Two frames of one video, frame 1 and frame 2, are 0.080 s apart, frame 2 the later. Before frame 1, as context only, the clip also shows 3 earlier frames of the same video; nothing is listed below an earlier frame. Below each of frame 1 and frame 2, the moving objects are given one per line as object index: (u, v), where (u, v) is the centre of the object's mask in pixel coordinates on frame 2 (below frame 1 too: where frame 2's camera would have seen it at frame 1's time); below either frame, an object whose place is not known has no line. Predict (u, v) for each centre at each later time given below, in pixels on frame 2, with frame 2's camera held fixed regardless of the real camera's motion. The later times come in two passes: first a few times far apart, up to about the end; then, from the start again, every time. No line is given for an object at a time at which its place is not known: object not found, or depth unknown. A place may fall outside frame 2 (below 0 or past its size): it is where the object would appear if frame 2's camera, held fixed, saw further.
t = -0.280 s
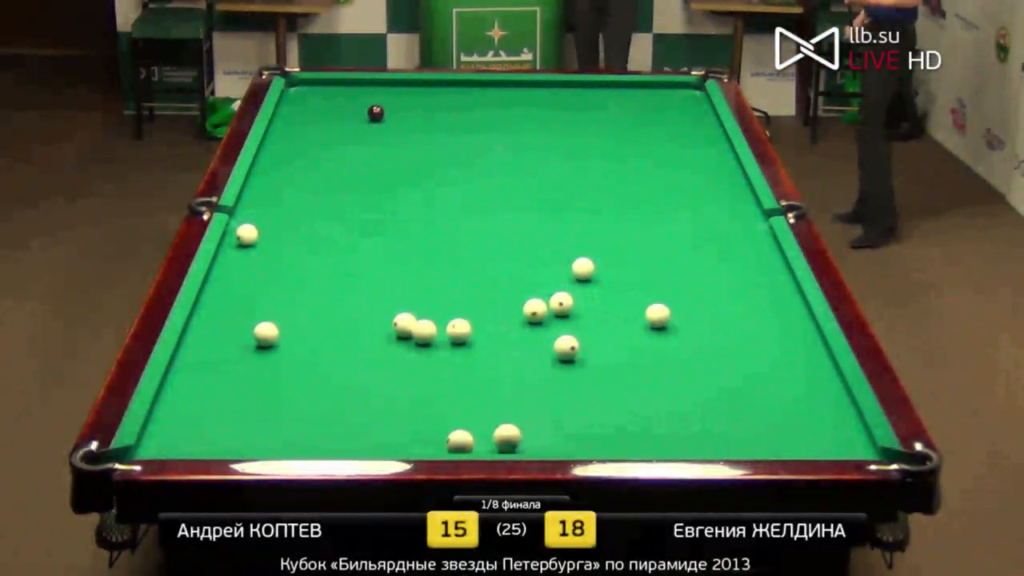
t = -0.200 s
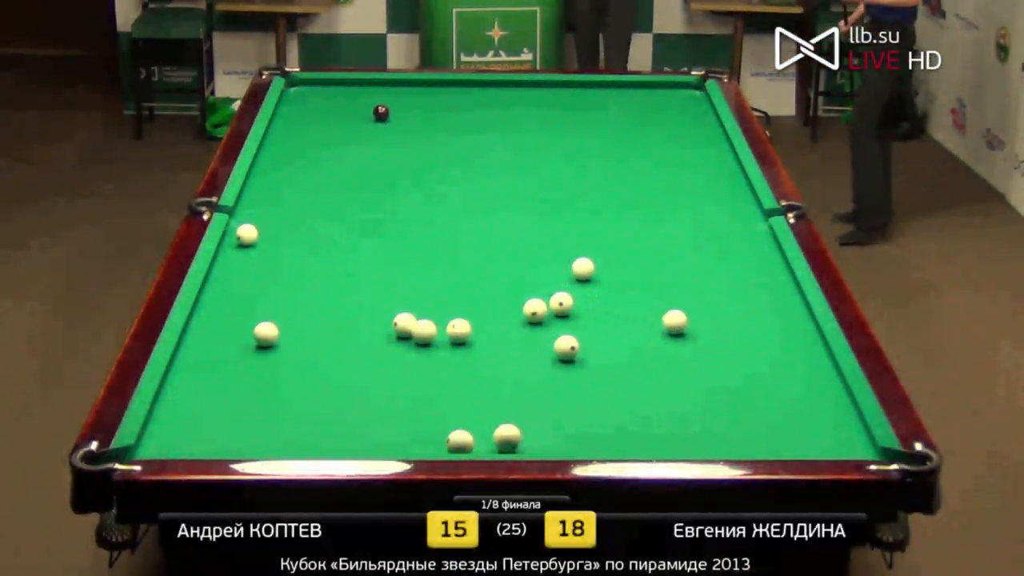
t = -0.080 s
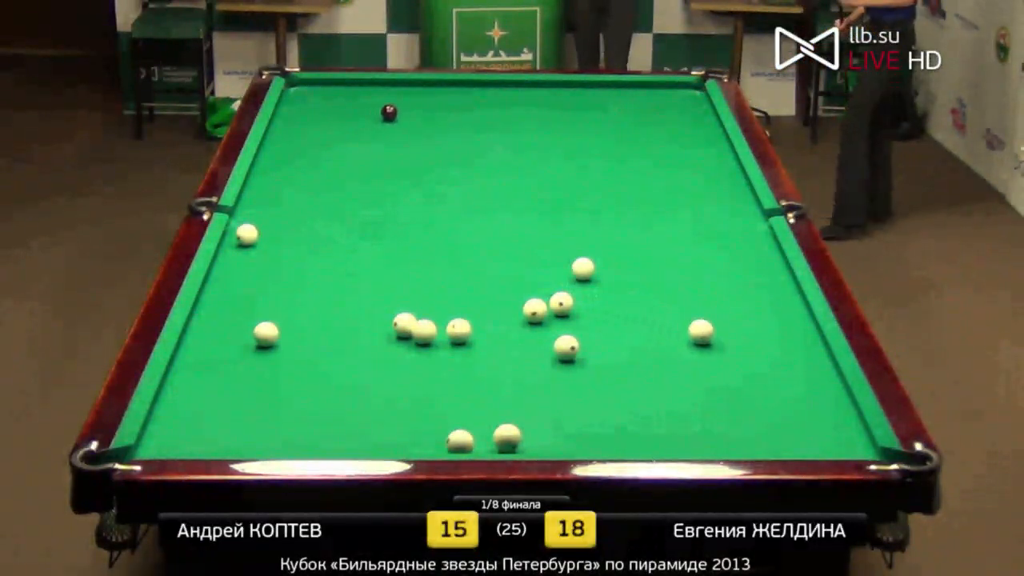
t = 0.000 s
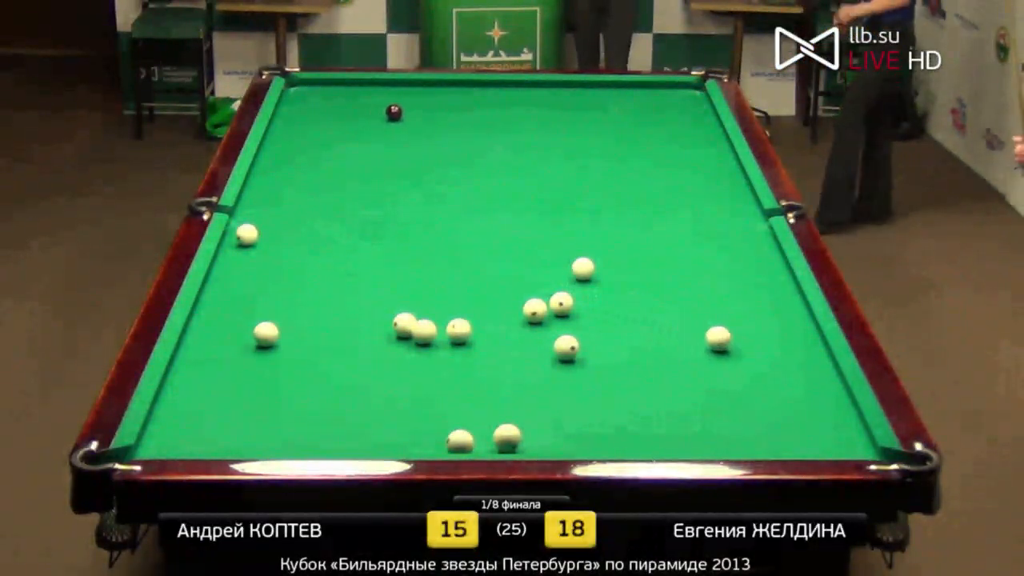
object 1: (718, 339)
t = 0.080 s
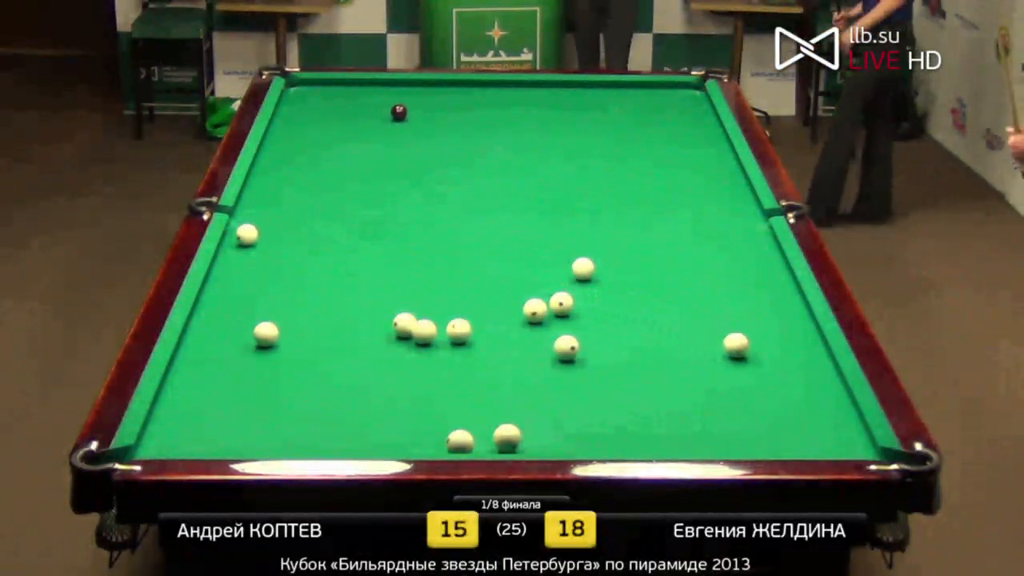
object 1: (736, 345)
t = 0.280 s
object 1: (781, 363)
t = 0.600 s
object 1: (826, 388)
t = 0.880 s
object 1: (807, 406)
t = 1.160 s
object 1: (786, 423)
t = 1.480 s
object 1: (763, 441)
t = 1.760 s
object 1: (743, 443)
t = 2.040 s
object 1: (725, 438)
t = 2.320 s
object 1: (708, 431)
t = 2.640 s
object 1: (692, 423)
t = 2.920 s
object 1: (680, 417)
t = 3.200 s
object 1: (668, 412)
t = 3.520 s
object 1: (658, 407)
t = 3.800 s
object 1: (649, 403)
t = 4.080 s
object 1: (642, 400)
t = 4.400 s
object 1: (635, 398)
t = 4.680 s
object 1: (631, 396)
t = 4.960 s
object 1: (629, 394)
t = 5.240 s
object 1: (628, 394)
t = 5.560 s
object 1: (628, 394)
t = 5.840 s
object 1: (628, 394)
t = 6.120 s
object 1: (628, 394)
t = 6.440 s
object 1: (628, 394)
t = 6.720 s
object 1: (628, 394)
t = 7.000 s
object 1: (628, 394)
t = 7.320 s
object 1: (628, 394)
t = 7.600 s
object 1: (628, 394)
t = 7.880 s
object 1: (628, 394)
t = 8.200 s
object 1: (628, 394)
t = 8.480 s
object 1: (628, 394)
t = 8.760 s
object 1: (628, 394)
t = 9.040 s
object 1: (628, 394)
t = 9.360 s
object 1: (628, 394)
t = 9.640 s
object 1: (628, 394)
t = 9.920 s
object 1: (628, 394)
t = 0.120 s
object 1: (745, 349)
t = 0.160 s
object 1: (754, 352)
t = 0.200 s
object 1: (763, 356)
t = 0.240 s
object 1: (772, 359)
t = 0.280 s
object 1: (781, 363)
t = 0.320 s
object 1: (790, 366)
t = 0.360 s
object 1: (799, 369)
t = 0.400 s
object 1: (808, 373)
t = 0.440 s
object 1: (818, 377)
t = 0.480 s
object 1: (827, 380)
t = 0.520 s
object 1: (834, 383)
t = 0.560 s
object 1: (830, 385)
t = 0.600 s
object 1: (826, 388)
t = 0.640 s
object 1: (824, 390)
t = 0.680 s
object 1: (821, 393)
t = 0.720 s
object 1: (818, 395)
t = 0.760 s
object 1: (815, 398)
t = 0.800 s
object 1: (812, 400)
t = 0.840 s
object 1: (809, 403)
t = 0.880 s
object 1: (807, 406)
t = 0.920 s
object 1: (804, 408)
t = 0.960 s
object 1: (801, 411)
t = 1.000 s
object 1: (798, 414)
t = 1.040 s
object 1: (795, 416)
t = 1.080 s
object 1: (792, 418)
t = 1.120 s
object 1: (789, 420)
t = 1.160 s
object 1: (786, 423)
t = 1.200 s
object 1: (784, 425)
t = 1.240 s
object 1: (781, 428)
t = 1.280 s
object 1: (778, 430)
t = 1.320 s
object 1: (775, 433)
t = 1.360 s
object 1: (772, 435)
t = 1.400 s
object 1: (769, 438)
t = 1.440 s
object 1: (766, 440)
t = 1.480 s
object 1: (763, 441)
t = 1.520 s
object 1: (760, 442)
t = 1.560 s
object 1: (757, 444)
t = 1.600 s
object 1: (755, 445)
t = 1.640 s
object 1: (752, 446)
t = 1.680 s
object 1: (748, 445)
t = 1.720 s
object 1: (746, 444)
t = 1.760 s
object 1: (743, 443)
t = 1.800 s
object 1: (740, 443)
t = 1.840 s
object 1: (738, 442)
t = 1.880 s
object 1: (735, 441)
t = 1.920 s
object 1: (732, 440)
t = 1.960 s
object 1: (730, 440)
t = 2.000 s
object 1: (727, 439)
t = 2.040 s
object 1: (725, 438)
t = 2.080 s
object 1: (722, 438)
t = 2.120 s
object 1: (720, 437)
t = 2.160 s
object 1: (717, 436)
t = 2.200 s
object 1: (715, 435)
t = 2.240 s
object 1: (713, 433)
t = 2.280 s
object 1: (710, 432)
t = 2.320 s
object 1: (708, 431)
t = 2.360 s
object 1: (706, 430)
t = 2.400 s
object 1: (704, 429)
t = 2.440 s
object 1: (702, 428)
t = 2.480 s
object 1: (700, 427)
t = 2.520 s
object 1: (698, 426)
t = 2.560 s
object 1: (696, 425)
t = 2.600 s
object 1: (694, 424)
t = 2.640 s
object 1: (692, 423)
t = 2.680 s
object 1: (690, 422)
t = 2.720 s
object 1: (688, 421)
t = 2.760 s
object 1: (686, 420)
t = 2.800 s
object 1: (685, 420)
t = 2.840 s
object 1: (683, 419)
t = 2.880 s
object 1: (681, 418)
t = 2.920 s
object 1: (680, 417)
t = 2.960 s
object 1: (678, 416)
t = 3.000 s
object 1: (676, 416)
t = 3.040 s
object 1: (674, 415)
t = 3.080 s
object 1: (673, 414)
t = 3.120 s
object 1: (671, 414)
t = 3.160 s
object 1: (670, 413)
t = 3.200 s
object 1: (668, 412)
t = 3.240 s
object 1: (667, 411)
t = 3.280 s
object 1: (665, 410)
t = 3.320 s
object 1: (664, 410)
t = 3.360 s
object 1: (663, 409)
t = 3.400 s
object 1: (661, 409)
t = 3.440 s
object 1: (660, 408)
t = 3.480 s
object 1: (659, 408)
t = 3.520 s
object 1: (658, 407)
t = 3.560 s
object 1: (656, 406)
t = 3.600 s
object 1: (655, 406)
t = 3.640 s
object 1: (654, 406)
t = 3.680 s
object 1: (653, 405)
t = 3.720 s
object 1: (651, 405)
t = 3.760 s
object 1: (650, 404)
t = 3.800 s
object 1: (649, 403)
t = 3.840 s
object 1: (648, 403)
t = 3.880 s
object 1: (647, 403)
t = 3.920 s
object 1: (646, 402)
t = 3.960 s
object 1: (645, 401)
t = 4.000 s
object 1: (644, 401)
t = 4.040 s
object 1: (643, 401)
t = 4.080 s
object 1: (642, 400)
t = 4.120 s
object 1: (641, 400)
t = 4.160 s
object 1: (640, 400)
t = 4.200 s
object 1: (639, 399)
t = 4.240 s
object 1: (638, 399)
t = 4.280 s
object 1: (638, 399)
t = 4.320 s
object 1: (637, 399)
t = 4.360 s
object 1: (636, 398)
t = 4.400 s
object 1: (635, 398)
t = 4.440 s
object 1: (635, 397)
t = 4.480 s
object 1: (634, 397)
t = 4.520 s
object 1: (634, 397)
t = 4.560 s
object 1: (633, 396)
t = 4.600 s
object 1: (633, 396)
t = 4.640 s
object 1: (632, 396)
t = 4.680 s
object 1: (631, 396)
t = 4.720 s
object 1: (631, 396)
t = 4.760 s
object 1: (631, 395)
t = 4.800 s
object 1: (631, 395)
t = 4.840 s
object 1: (630, 395)
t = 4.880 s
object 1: (630, 395)
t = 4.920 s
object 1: (630, 394)
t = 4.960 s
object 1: (629, 394)
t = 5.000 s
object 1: (629, 394)
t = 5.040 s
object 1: (629, 394)
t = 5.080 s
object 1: (629, 394)
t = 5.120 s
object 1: (628, 394)
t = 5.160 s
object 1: (628, 394)
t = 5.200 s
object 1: (628, 394)
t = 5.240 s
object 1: (628, 394)
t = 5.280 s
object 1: (628, 394)
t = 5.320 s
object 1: (628, 394)
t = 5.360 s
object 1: (628, 394)
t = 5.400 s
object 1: (628, 394)
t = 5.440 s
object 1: (628, 394)
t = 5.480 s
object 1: (628, 394)
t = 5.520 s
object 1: (628, 394)
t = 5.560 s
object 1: (628, 394)
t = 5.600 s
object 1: (628, 394)
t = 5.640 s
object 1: (628, 394)
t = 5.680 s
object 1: (628, 394)
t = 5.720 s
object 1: (628, 394)
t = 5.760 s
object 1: (628, 394)
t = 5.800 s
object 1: (628, 394)
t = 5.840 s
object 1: (628, 394)
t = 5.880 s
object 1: (628, 394)
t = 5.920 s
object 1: (628, 394)
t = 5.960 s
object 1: (628, 394)
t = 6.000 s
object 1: (628, 394)
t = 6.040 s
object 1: (628, 394)
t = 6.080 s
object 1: (628, 394)
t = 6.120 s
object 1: (628, 394)
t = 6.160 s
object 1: (628, 394)
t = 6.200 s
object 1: (628, 394)
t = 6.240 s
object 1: (628, 394)
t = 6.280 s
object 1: (628, 394)
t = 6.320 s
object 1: (629, 394)
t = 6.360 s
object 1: (628, 394)
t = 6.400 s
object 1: (628, 394)
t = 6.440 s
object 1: (628, 394)
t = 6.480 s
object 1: (628, 394)
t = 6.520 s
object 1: (628, 394)
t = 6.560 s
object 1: (628, 394)
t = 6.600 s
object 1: (628, 394)
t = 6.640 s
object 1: (628, 394)
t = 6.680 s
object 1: (628, 394)
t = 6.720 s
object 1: (628, 394)
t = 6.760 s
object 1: (628, 394)
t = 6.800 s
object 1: (628, 394)
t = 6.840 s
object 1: (628, 394)
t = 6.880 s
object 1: (628, 394)
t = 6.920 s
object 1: (628, 394)
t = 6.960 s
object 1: (628, 394)
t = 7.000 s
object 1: (628, 394)
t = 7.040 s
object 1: (628, 394)
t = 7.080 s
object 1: (628, 394)
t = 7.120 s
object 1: (628, 394)
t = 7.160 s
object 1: (628, 394)
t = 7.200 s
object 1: (628, 394)
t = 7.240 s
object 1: (628, 394)
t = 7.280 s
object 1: (628, 394)
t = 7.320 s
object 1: (628, 394)
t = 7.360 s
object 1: (628, 394)
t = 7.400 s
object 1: (628, 394)
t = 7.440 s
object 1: (628, 394)
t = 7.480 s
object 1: (628, 394)
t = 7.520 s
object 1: (628, 394)
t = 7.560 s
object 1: (628, 394)
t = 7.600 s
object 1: (628, 394)
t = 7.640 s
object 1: (628, 394)
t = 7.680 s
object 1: (628, 394)
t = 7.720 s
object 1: (628, 394)
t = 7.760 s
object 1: (628, 394)
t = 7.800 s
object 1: (628, 394)
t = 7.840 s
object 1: (628, 394)
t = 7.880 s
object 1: (628, 394)
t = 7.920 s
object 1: (628, 394)
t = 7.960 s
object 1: (628, 394)
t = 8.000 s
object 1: (628, 394)
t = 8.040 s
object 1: (628, 394)
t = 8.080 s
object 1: (628, 394)
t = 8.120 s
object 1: (628, 394)
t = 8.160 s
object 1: (628, 394)
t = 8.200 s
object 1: (628, 394)
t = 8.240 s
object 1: (628, 394)
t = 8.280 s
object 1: (628, 394)
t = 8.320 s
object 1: (628, 394)
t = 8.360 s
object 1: (628, 394)
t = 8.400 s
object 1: (628, 394)
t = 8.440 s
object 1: (628, 394)
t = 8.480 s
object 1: (628, 394)
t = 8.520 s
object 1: (628, 394)
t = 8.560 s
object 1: (628, 394)
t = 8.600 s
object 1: (628, 394)
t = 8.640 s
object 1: (628, 394)
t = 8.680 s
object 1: (628, 394)
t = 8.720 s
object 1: (628, 394)
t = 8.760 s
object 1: (628, 394)
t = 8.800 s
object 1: (628, 394)
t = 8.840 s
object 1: (628, 394)
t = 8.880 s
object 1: (628, 394)
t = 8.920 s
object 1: (628, 394)
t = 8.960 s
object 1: (628, 394)
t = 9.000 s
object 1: (628, 394)
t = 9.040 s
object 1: (628, 394)
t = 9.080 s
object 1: (628, 394)
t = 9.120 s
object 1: (628, 394)
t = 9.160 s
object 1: (628, 394)
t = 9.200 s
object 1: (628, 394)
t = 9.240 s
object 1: (628, 394)
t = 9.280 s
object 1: (628, 394)
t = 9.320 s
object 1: (628, 394)
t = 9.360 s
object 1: (628, 394)
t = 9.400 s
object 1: (628, 394)
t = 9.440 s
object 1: (628, 394)
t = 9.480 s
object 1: (628, 394)
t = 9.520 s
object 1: (628, 394)
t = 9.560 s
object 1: (628, 394)
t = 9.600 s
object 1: (628, 394)
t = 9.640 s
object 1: (628, 394)
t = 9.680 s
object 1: (628, 394)
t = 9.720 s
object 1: (628, 394)
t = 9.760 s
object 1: (628, 394)
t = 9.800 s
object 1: (629, 394)
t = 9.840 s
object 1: (628, 394)
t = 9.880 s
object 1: (628, 394)
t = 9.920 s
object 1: (628, 394)
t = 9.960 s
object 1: (628, 394)
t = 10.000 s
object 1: (629, 394)
